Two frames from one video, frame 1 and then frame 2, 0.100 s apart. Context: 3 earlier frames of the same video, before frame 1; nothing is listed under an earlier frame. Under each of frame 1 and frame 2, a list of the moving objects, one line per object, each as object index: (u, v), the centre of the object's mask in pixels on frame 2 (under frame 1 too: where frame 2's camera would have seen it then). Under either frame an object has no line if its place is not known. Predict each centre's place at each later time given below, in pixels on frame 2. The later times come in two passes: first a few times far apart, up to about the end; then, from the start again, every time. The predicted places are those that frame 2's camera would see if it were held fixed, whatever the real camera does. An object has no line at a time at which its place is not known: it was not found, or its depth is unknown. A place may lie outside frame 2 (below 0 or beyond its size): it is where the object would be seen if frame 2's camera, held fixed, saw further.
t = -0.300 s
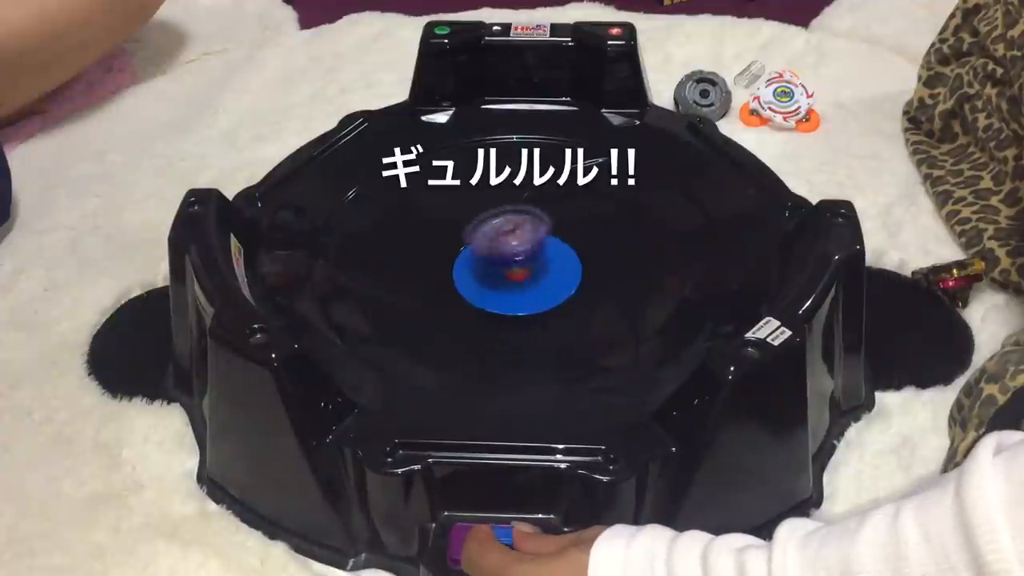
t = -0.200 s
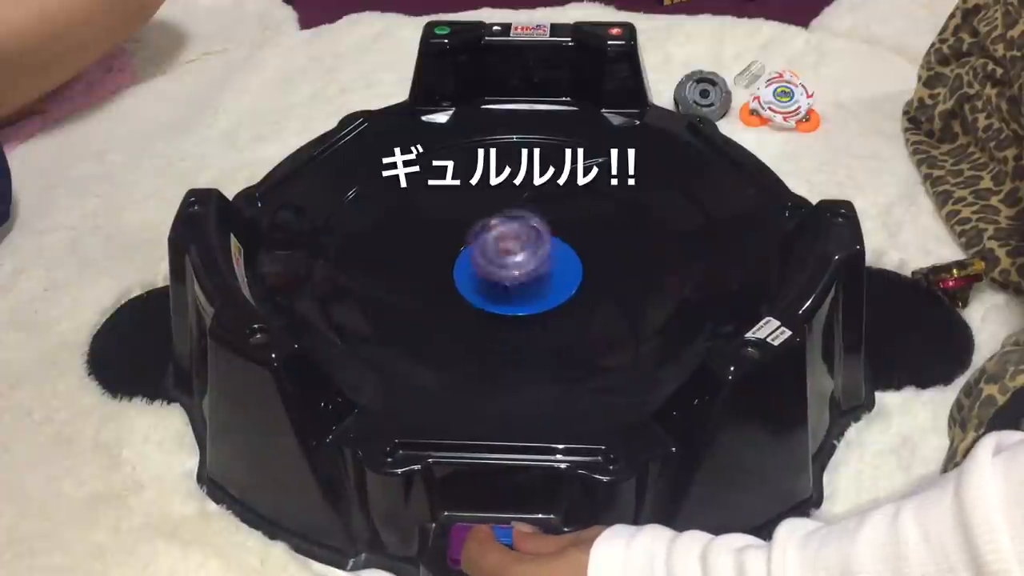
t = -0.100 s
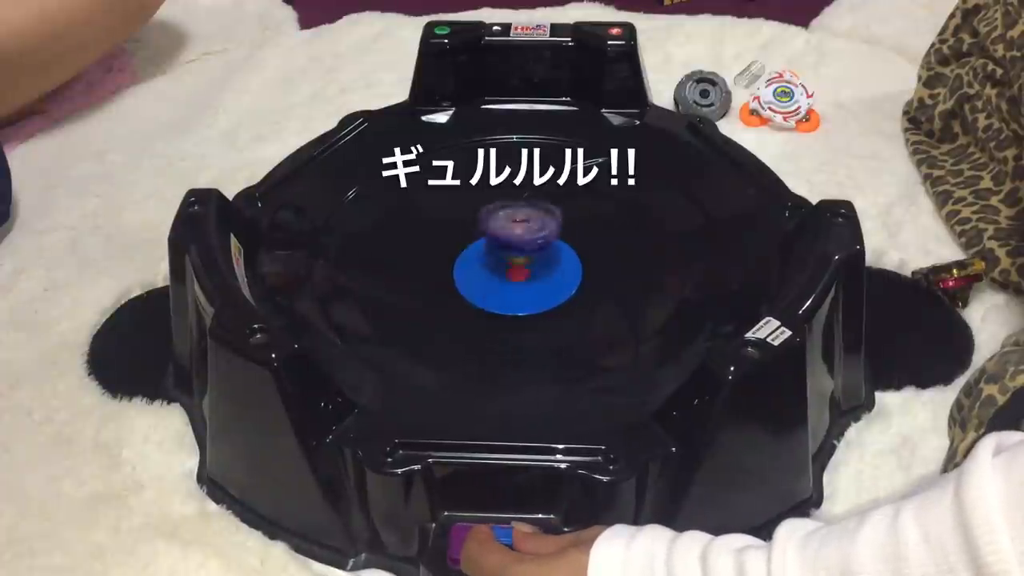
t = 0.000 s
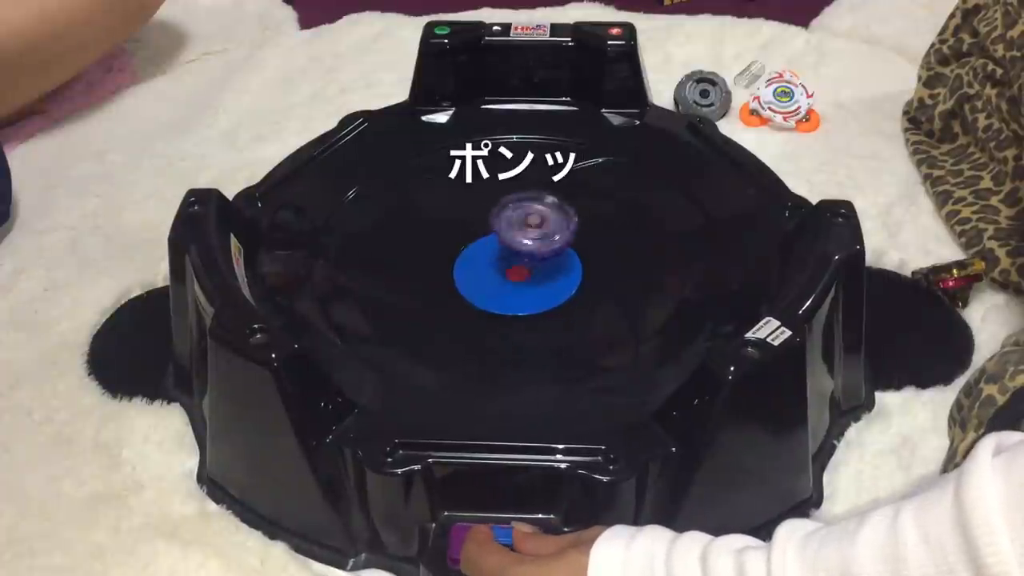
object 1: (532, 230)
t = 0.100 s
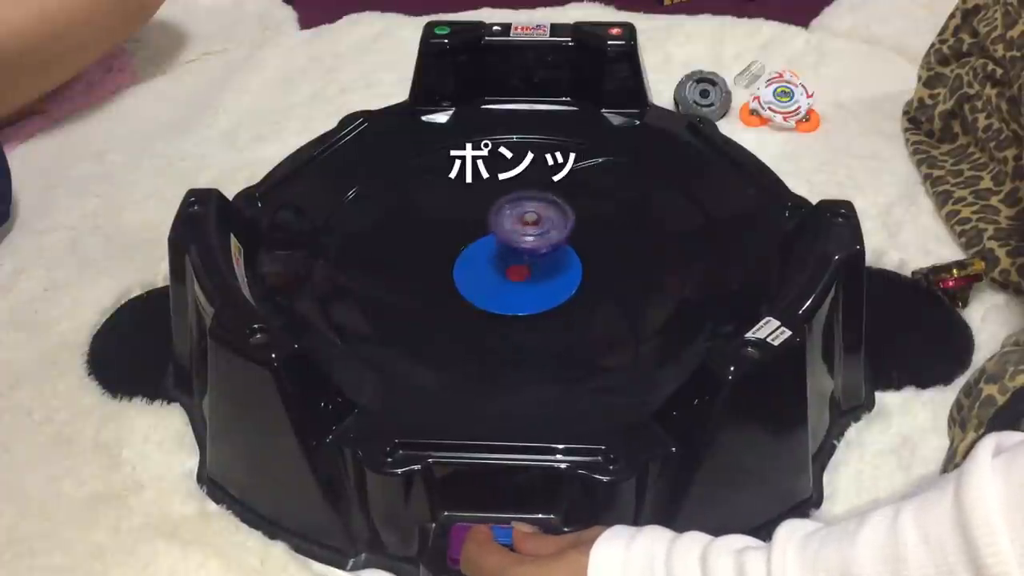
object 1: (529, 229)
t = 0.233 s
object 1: (526, 230)
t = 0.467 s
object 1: (522, 229)
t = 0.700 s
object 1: (513, 228)
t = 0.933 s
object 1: (509, 227)
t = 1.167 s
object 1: (505, 228)
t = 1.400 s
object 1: (498, 227)
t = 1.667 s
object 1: (493, 228)
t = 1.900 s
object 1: (493, 230)
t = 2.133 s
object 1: (492, 231)
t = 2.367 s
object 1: (490, 234)
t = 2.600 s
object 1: (489, 236)
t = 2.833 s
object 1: (493, 242)
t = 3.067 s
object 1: (492, 243)
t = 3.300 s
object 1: (495, 244)
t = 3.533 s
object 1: (496, 244)
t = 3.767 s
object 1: (498, 245)
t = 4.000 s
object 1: (501, 246)
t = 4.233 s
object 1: (502, 246)
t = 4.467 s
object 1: (507, 246)
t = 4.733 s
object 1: (514, 240)
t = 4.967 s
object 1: (511, 240)
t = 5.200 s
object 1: (513, 238)
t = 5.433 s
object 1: (502, 244)
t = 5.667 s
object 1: (519, 217)
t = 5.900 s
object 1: (511, 207)
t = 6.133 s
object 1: (504, 209)
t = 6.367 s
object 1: (495, 217)
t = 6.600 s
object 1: (482, 223)
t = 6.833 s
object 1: (472, 225)
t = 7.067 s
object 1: (473, 227)
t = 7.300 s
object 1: (478, 233)
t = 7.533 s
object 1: (480, 242)
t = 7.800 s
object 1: (479, 248)
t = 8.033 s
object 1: (482, 249)
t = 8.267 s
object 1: (490, 250)
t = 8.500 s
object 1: (501, 251)
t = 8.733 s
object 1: (509, 255)
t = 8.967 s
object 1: (510, 256)
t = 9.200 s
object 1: (514, 253)
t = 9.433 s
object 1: (522, 248)
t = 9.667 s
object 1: (524, 241)
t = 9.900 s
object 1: (516, 242)
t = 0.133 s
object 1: (529, 229)
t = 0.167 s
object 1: (528, 229)
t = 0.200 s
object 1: (526, 230)
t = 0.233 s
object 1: (526, 230)
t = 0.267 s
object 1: (526, 229)
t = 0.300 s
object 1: (525, 229)
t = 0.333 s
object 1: (524, 229)
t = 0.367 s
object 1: (523, 230)
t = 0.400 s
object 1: (522, 230)
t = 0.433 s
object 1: (522, 230)
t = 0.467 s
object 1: (522, 229)
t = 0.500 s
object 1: (520, 228)
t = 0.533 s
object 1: (519, 228)
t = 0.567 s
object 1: (517, 228)
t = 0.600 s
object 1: (517, 228)
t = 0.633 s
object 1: (515, 228)
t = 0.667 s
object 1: (514, 228)
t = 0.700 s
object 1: (513, 228)
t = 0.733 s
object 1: (514, 227)
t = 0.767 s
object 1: (512, 227)
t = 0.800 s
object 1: (512, 227)
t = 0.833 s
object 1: (511, 226)
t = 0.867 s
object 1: (510, 227)
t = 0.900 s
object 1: (509, 227)
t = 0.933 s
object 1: (509, 227)
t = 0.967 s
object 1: (508, 226)
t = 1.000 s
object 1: (507, 227)
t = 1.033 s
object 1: (506, 227)
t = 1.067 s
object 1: (505, 227)
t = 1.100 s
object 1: (505, 227)
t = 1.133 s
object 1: (505, 227)
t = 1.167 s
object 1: (505, 228)
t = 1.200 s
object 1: (503, 228)
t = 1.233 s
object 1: (502, 227)
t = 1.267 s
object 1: (501, 227)
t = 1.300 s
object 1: (500, 226)
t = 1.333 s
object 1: (499, 227)
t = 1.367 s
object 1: (499, 227)
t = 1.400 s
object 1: (498, 227)
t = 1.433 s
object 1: (498, 228)
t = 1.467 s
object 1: (496, 228)
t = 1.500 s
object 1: (496, 229)
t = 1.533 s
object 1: (495, 228)
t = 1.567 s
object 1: (495, 227)
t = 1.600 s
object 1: (495, 227)
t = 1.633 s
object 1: (495, 228)
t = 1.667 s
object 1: (493, 228)
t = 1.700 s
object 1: (494, 228)
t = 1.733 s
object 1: (493, 228)
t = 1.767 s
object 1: (493, 229)
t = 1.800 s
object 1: (493, 229)
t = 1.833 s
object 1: (493, 228)
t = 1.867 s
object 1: (493, 229)
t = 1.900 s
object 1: (493, 230)
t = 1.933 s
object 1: (492, 229)
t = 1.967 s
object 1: (493, 230)
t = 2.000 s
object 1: (492, 230)
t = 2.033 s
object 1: (493, 230)
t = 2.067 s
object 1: (492, 231)
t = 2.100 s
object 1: (492, 231)
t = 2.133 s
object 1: (492, 231)
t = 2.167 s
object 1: (492, 231)
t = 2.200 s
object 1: (491, 232)
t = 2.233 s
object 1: (491, 232)
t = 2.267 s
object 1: (490, 232)
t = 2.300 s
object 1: (490, 233)
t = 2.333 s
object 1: (490, 234)
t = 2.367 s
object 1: (490, 234)
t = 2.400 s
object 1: (489, 234)
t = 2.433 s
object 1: (489, 235)
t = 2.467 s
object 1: (489, 235)
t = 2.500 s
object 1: (490, 235)
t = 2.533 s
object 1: (489, 236)
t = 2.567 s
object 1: (490, 236)
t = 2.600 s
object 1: (489, 236)
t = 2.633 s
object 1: (490, 237)
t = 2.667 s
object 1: (490, 237)
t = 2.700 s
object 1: (492, 240)
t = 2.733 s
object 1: (488, 236)
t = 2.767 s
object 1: (492, 240)
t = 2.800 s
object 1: (491, 239)
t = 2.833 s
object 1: (493, 242)
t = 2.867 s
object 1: (493, 242)
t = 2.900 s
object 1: (493, 242)
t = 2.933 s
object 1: (492, 242)
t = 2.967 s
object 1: (493, 243)
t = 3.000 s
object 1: (493, 243)
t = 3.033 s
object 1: (493, 243)
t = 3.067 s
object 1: (492, 243)
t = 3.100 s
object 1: (493, 243)
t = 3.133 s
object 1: (493, 243)
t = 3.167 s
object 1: (494, 244)
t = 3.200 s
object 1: (494, 244)
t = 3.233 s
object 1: (494, 244)
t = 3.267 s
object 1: (494, 244)
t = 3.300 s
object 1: (495, 244)
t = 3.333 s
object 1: (495, 244)
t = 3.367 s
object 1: (495, 243)
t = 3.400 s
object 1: (494, 244)
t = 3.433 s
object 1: (495, 244)
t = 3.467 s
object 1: (496, 244)
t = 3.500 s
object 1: (497, 244)
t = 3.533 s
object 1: (496, 244)
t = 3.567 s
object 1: (497, 244)
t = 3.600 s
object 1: (496, 244)
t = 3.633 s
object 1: (498, 245)
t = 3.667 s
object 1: (498, 245)
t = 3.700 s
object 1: (498, 245)
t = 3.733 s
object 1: (498, 245)
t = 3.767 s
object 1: (498, 245)
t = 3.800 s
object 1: (499, 245)
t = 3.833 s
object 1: (499, 245)
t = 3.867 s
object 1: (499, 246)
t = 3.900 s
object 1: (499, 246)
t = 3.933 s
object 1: (499, 246)
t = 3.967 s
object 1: (500, 245)
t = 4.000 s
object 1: (501, 246)
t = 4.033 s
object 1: (501, 246)
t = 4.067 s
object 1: (501, 246)
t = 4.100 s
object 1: (501, 246)
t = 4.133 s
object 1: (502, 246)
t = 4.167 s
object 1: (502, 246)
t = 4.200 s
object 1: (503, 246)
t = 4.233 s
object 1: (502, 246)
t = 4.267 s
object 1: (504, 246)
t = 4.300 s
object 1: (504, 246)
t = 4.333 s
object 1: (505, 246)
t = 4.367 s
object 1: (506, 246)
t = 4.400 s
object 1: (506, 246)
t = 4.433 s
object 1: (506, 246)
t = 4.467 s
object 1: (507, 246)
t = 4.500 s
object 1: (509, 246)
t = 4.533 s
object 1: (510, 247)
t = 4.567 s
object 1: (510, 247)
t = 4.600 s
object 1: (510, 247)
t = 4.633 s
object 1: (511, 246)
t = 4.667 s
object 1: (514, 244)
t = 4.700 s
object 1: (516, 243)
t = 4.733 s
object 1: (514, 240)
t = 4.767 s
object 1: (522, 239)
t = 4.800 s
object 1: (523, 241)
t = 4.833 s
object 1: (513, 241)
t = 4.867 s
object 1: (514, 238)
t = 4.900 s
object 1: (522, 241)
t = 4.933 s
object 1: (518, 241)
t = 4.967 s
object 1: (511, 240)
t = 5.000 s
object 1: (520, 240)
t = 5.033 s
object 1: (523, 242)
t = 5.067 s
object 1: (512, 241)
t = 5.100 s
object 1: (517, 238)
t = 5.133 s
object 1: (524, 241)
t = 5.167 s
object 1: (513, 241)
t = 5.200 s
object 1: (513, 238)
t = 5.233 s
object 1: (525, 241)
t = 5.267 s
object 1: (522, 243)
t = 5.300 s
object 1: (507, 241)
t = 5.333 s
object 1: (513, 240)
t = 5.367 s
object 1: (529, 242)
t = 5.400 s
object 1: (524, 246)
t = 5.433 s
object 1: (502, 244)
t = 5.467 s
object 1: (505, 235)
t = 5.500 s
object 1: (514, 228)
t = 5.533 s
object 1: (520, 223)
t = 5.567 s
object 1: (523, 220)
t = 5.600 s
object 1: (524, 219)
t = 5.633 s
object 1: (521, 218)
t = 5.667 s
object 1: (519, 217)
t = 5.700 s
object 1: (518, 213)
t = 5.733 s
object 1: (517, 209)
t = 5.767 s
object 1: (515, 209)
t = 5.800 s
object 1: (514, 208)
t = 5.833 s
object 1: (513, 208)
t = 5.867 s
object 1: (512, 208)
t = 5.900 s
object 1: (511, 207)
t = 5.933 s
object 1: (510, 207)
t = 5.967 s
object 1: (509, 207)
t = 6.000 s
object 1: (508, 207)
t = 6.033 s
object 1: (507, 208)
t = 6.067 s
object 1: (507, 208)
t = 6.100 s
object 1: (506, 209)
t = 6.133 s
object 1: (504, 209)
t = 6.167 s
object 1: (503, 210)
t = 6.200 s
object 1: (502, 211)
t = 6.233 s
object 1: (501, 212)
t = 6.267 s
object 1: (500, 214)
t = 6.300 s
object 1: (498, 215)
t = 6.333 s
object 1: (496, 216)
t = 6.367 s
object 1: (495, 217)
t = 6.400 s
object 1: (493, 218)
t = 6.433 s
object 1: (491, 220)
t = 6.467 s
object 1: (489, 220)
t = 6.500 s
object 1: (487, 221)
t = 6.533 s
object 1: (485, 220)
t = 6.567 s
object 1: (484, 222)
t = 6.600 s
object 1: (482, 223)
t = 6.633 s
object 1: (479, 223)
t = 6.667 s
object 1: (479, 223)
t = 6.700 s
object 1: (477, 224)
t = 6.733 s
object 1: (475, 224)
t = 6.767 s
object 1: (474, 224)
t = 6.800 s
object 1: (473, 225)
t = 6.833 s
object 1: (472, 225)
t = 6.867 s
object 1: (472, 225)
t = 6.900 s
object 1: (472, 225)
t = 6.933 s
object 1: (472, 226)
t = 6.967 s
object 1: (472, 226)
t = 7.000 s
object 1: (473, 226)
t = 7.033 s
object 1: (473, 227)
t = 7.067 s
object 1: (473, 227)
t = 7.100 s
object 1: (473, 228)
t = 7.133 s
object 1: (474, 228)
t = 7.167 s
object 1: (475, 229)
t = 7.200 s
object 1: (475, 230)
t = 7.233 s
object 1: (476, 231)
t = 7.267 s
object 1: (477, 232)
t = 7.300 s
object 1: (478, 233)
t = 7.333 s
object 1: (479, 235)
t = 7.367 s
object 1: (479, 236)
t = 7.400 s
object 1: (479, 237)
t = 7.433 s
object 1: (480, 238)
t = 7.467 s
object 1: (480, 239)
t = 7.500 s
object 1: (480, 240)
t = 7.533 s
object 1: (480, 242)
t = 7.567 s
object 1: (480, 243)
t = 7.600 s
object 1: (480, 244)
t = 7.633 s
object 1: (480, 245)
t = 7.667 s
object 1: (480, 245)
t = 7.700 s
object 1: (480, 246)
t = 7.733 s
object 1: (479, 247)
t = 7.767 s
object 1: (479, 247)
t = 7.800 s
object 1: (479, 248)
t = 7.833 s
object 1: (479, 248)
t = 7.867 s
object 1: (479, 248)
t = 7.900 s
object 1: (479, 249)
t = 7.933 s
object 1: (480, 249)
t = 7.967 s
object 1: (480, 249)
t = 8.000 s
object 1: (481, 249)
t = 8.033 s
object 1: (482, 249)
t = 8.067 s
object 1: (482, 249)
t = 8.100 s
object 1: (484, 249)
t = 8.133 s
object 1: (486, 250)
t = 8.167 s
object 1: (487, 249)
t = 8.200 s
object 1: (489, 250)
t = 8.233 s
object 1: (489, 250)
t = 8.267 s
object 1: (490, 250)
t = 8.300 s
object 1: (492, 250)
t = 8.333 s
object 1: (493, 250)
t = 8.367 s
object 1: (495, 251)
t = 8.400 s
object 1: (496, 251)
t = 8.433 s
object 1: (498, 251)
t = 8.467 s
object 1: (500, 251)
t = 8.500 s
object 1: (501, 251)
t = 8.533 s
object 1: (503, 252)
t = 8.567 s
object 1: (505, 253)
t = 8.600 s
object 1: (505, 253)
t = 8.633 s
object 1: (506, 254)
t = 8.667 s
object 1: (507, 254)
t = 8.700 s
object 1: (507, 254)
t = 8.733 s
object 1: (509, 255)
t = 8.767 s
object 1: (509, 255)
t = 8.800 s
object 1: (509, 255)
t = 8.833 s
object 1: (509, 256)
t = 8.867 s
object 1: (509, 256)
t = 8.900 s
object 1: (510, 256)
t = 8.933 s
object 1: (510, 256)
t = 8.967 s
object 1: (510, 256)
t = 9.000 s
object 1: (511, 256)
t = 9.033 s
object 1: (511, 255)
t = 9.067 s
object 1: (511, 255)
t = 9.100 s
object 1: (512, 255)
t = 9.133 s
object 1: (513, 253)
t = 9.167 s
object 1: (513, 253)
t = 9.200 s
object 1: (514, 253)
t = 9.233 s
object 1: (514, 252)
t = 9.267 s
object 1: (516, 252)
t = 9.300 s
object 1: (517, 251)
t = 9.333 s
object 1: (518, 251)
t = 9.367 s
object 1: (520, 250)
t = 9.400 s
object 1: (520, 248)
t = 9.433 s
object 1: (522, 248)
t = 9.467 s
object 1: (523, 247)
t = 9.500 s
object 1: (525, 246)
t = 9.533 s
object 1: (526, 244)
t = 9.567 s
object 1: (525, 243)
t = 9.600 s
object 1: (514, 242)
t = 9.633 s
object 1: (517, 239)
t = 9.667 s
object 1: (524, 241)
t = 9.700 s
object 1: (516, 241)
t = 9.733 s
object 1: (515, 239)
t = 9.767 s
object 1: (523, 240)
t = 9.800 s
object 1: (516, 242)
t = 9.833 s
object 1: (513, 239)
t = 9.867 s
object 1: (522, 241)
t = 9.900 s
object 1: (516, 242)
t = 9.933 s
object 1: (515, 238)
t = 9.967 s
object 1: (525, 242)
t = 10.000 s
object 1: (516, 243)
